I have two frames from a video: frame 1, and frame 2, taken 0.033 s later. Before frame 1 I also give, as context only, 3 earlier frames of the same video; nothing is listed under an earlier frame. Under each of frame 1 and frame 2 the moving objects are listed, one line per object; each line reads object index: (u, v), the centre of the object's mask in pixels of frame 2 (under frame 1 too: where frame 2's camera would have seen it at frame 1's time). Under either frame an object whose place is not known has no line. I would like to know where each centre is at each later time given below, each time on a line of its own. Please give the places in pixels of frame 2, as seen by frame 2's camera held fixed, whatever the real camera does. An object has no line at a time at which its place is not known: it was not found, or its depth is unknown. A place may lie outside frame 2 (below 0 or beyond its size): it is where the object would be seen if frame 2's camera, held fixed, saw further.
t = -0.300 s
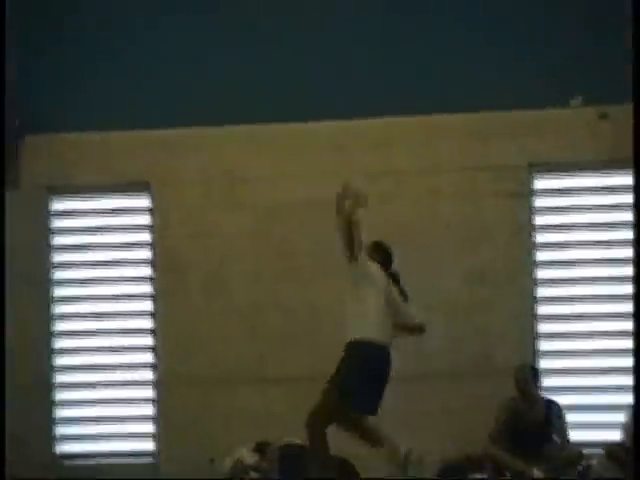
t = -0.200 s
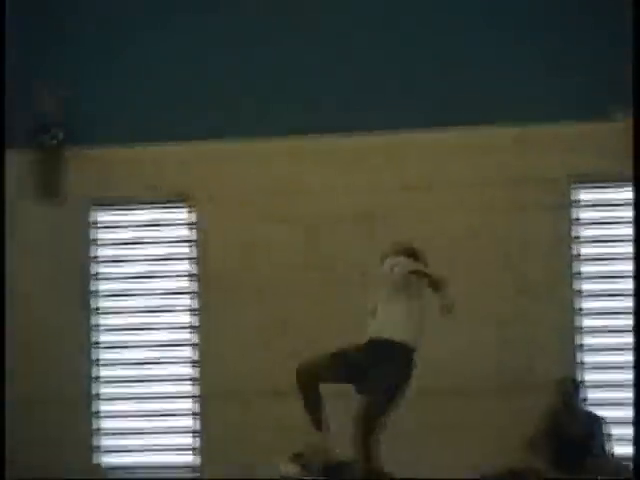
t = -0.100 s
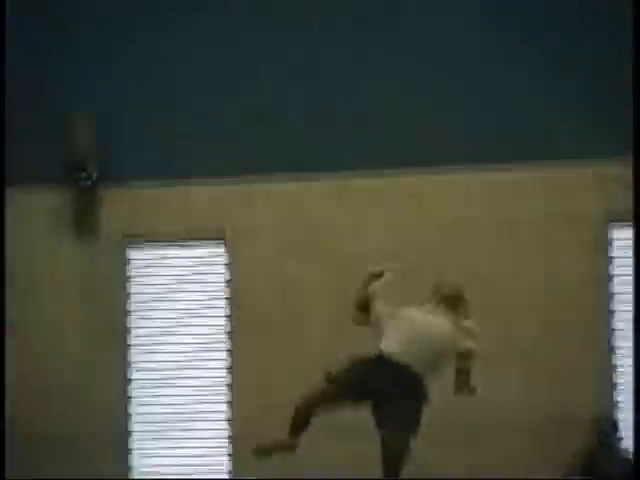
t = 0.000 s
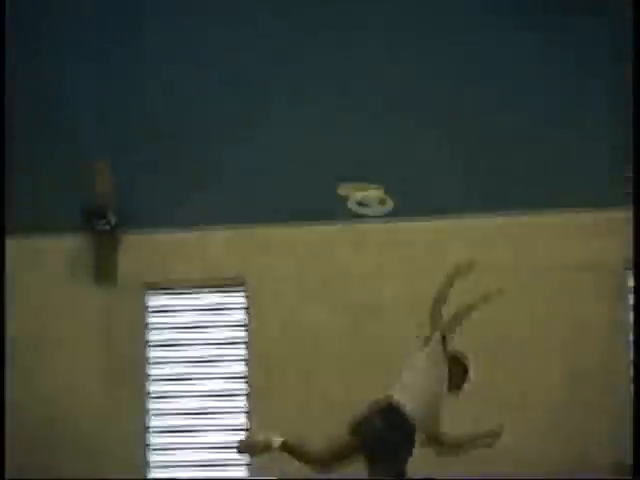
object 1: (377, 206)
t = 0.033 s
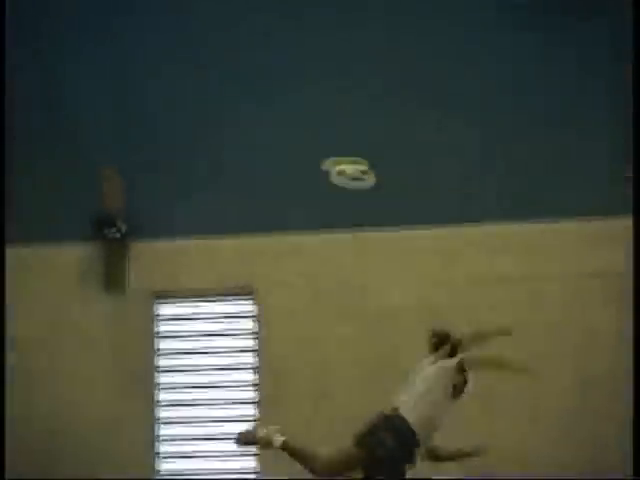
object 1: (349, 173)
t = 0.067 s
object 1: (323, 142)
